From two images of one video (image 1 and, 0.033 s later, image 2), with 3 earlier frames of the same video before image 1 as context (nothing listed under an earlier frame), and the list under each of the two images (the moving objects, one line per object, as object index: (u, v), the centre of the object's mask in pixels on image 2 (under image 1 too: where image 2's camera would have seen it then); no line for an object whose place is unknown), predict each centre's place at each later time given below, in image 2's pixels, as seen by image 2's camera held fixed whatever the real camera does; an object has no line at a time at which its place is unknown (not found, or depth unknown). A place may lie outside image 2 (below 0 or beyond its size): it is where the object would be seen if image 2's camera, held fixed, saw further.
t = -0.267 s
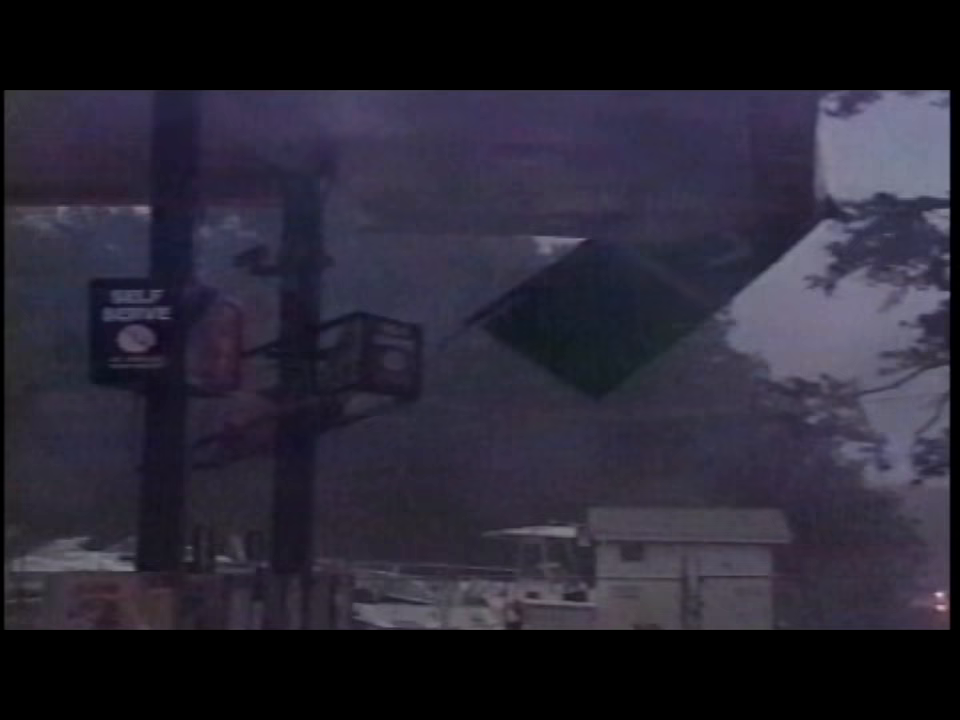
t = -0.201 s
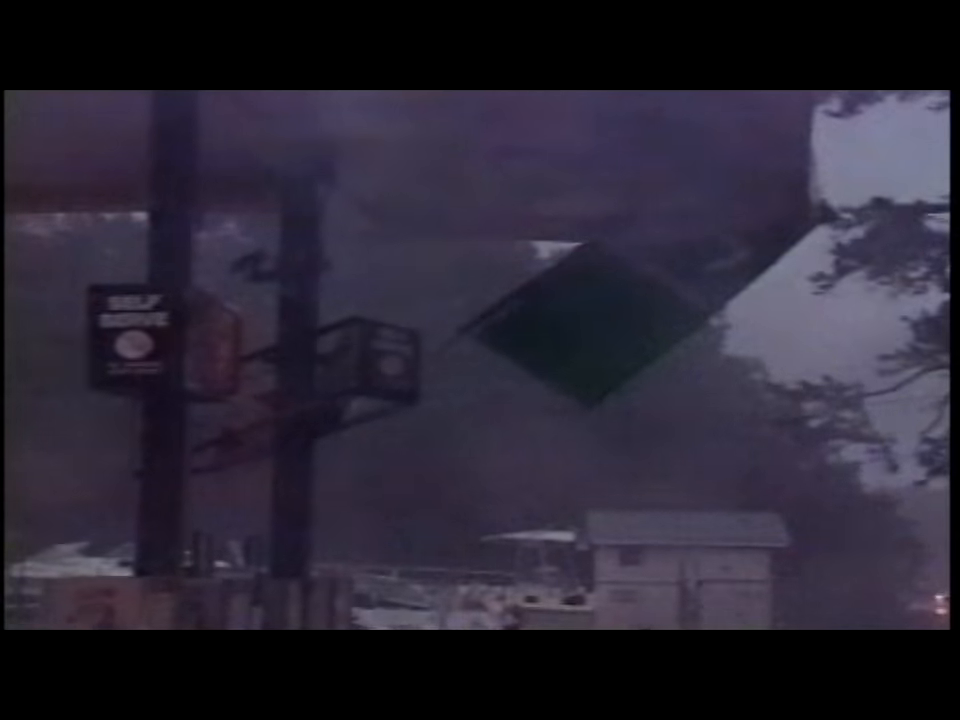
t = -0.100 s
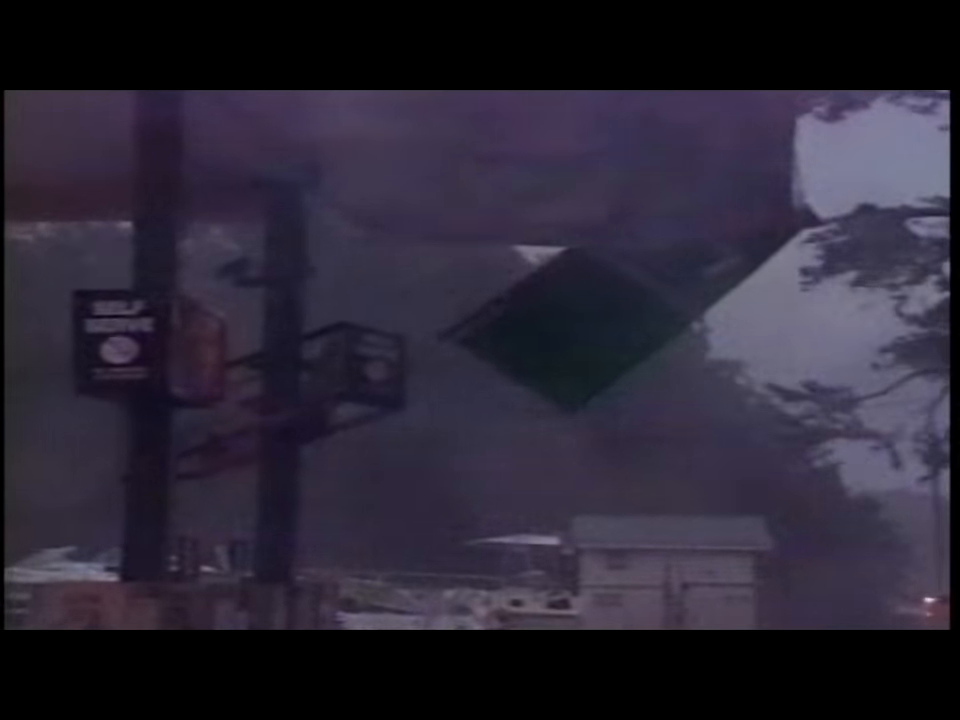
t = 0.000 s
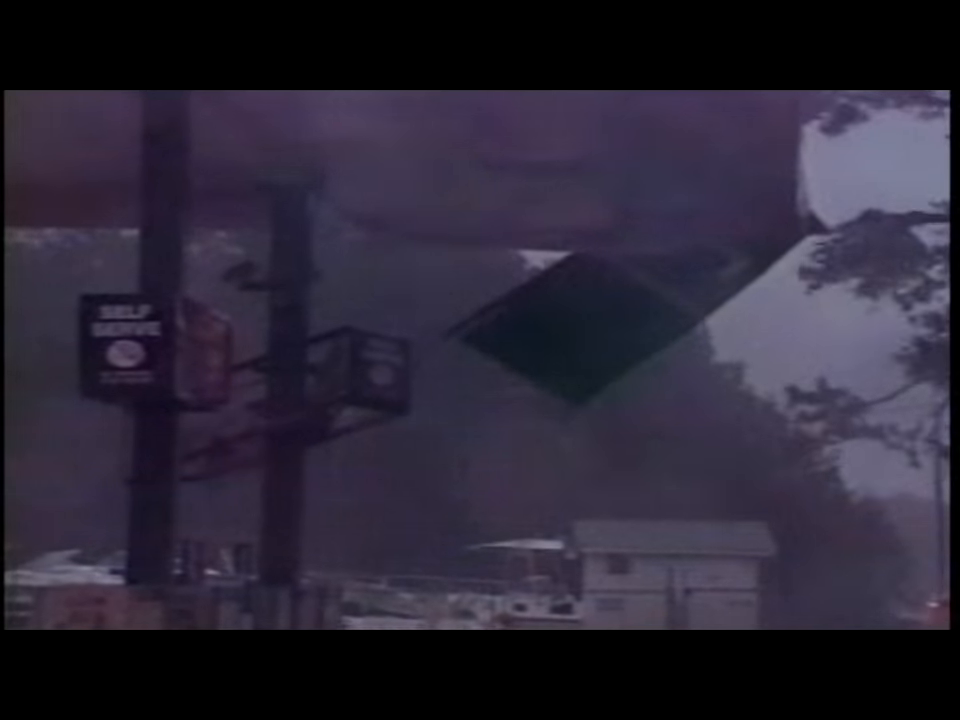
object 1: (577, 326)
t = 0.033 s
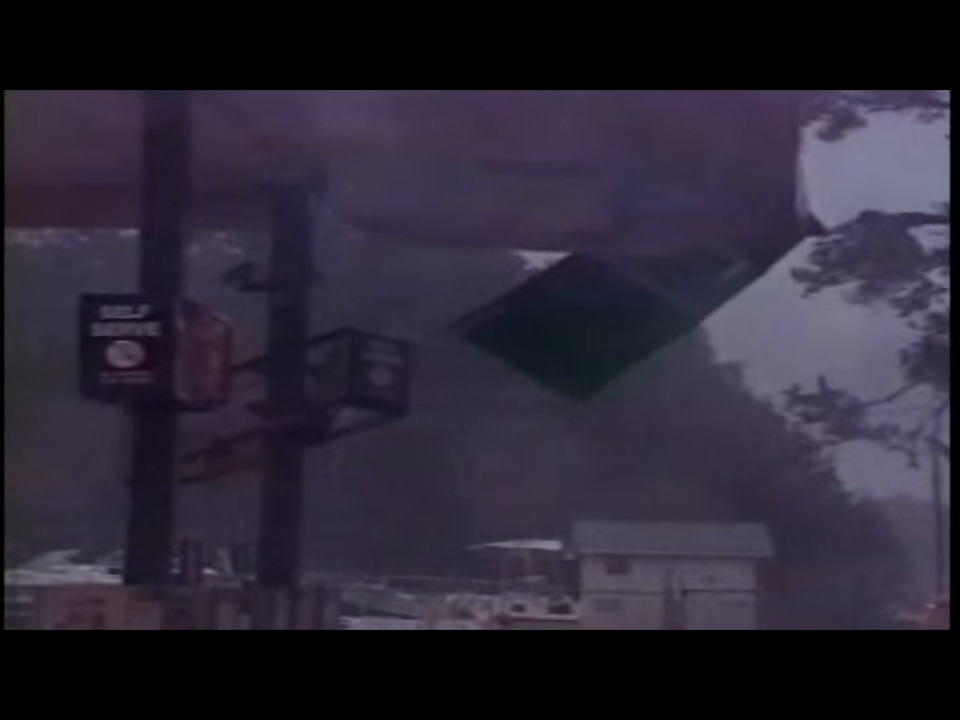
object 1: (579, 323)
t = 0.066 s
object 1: (579, 320)
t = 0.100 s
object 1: (579, 316)
